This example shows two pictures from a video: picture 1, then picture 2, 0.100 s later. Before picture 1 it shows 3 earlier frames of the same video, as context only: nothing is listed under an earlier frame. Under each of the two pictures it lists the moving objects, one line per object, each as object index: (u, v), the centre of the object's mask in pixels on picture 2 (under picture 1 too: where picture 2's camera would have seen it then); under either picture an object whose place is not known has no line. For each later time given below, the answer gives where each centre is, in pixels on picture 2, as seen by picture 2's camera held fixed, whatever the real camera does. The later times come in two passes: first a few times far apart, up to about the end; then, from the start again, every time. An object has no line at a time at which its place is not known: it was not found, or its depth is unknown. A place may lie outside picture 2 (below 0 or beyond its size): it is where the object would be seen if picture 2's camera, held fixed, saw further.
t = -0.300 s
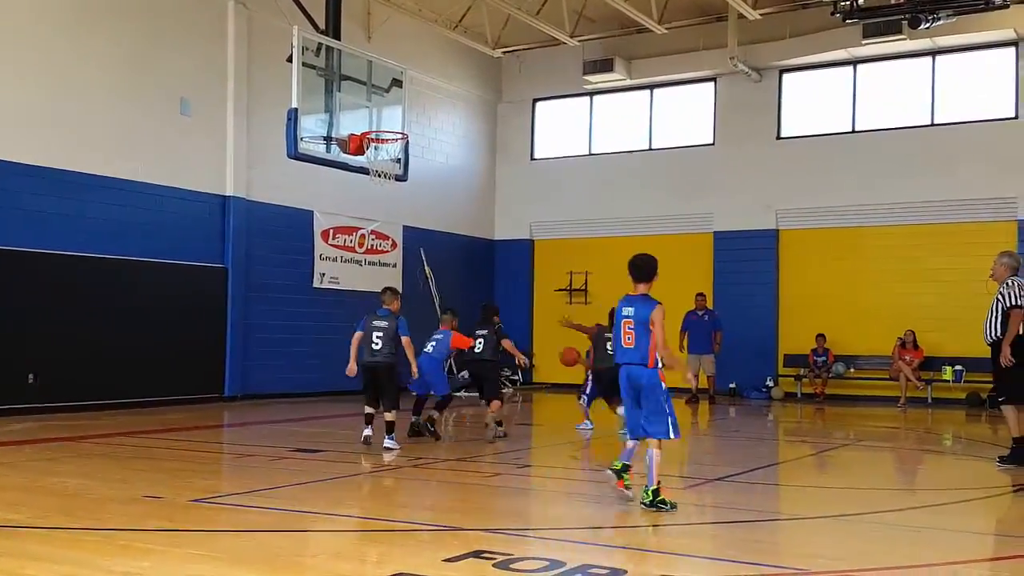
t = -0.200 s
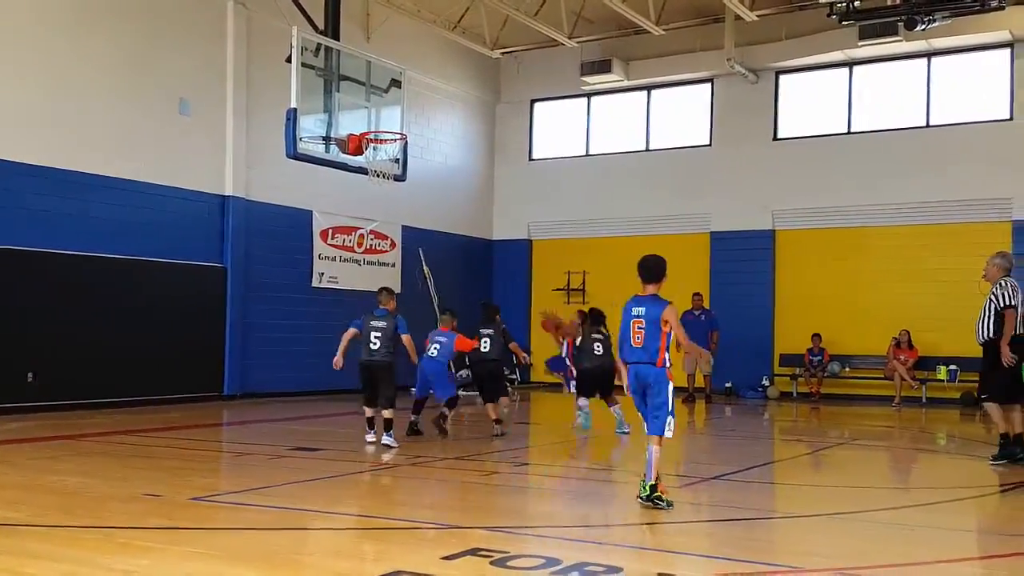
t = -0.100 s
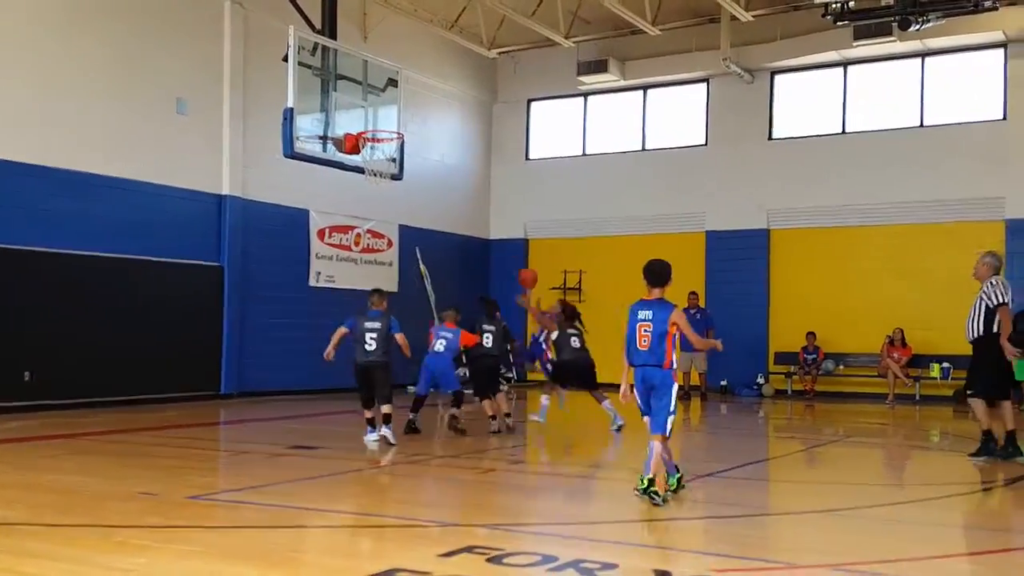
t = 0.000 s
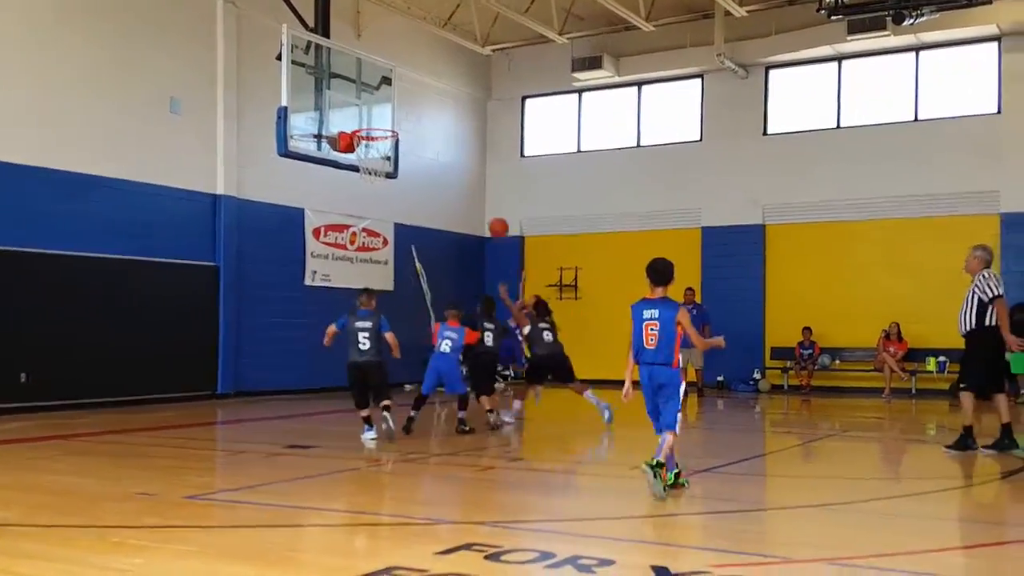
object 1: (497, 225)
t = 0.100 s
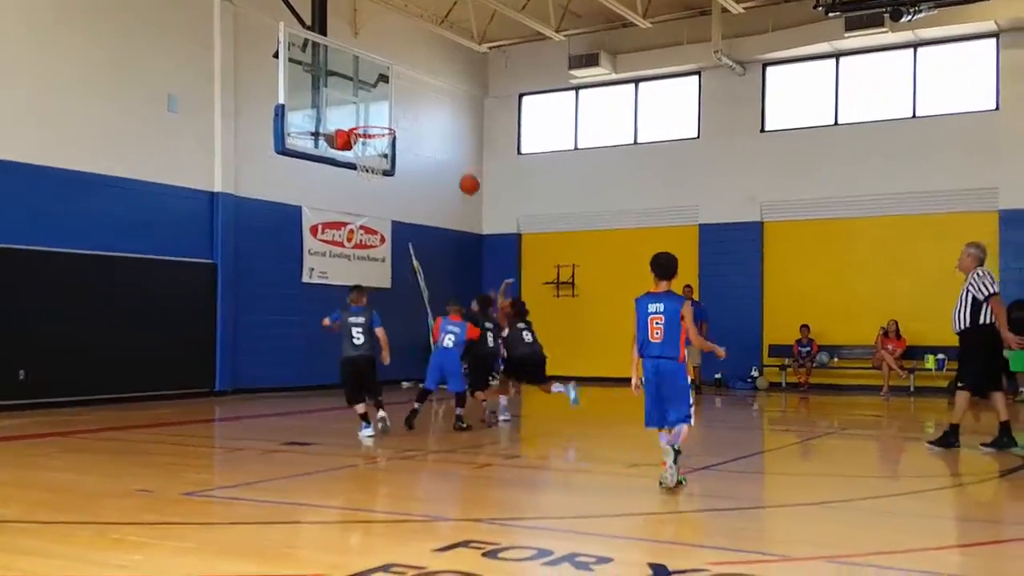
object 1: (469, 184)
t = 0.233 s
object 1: (433, 143)
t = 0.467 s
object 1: (374, 108)
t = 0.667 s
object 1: (384, 114)
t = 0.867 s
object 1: (369, 120)
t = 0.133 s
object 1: (460, 173)
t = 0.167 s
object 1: (451, 162)
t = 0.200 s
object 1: (441, 152)
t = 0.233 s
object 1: (433, 143)
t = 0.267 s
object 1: (424, 135)
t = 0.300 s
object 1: (416, 128)
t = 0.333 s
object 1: (407, 122)
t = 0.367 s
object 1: (398, 117)
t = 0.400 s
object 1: (389, 113)
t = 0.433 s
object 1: (380, 110)
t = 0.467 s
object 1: (374, 108)
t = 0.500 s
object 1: (376, 106)
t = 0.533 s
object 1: (377, 106)
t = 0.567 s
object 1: (379, 106)
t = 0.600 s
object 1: (381, 108)
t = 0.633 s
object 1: (383, 110)
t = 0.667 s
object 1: (384, 114)
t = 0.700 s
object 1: (386, 119)
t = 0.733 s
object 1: (384, 119)
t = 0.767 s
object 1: (380, 118)
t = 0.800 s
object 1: (377, 118)
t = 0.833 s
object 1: (373, 118)
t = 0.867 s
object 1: (369, 120)
